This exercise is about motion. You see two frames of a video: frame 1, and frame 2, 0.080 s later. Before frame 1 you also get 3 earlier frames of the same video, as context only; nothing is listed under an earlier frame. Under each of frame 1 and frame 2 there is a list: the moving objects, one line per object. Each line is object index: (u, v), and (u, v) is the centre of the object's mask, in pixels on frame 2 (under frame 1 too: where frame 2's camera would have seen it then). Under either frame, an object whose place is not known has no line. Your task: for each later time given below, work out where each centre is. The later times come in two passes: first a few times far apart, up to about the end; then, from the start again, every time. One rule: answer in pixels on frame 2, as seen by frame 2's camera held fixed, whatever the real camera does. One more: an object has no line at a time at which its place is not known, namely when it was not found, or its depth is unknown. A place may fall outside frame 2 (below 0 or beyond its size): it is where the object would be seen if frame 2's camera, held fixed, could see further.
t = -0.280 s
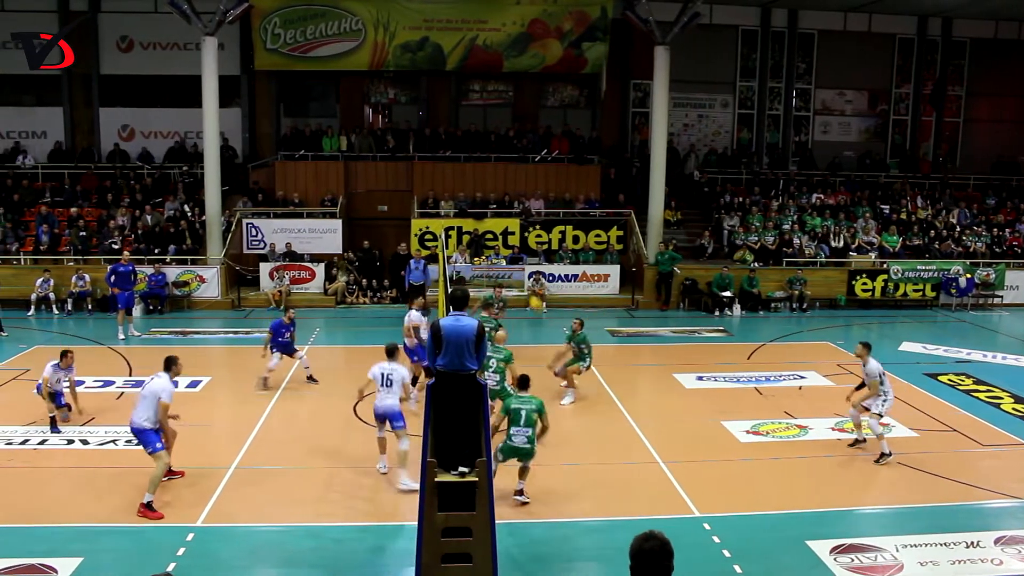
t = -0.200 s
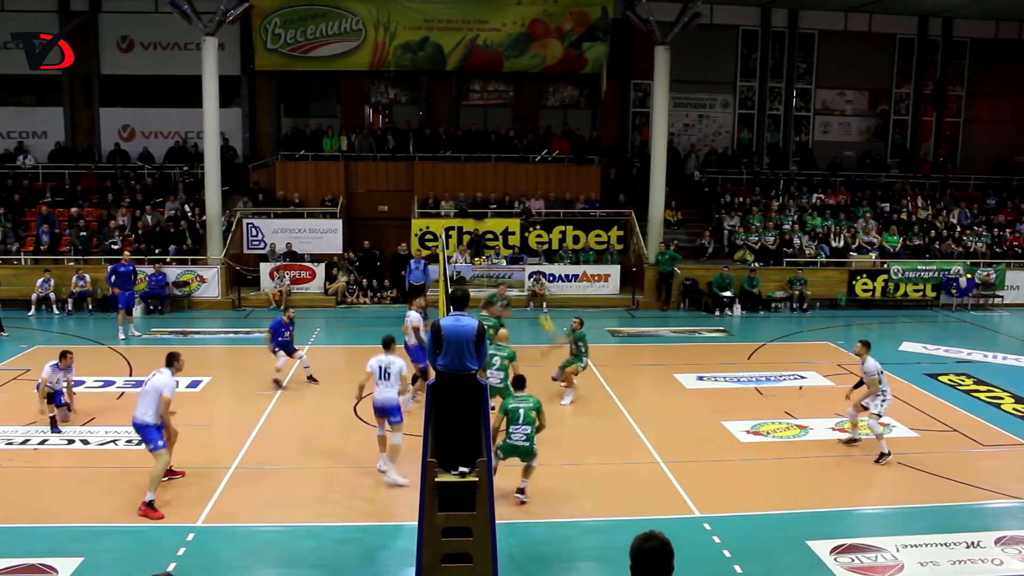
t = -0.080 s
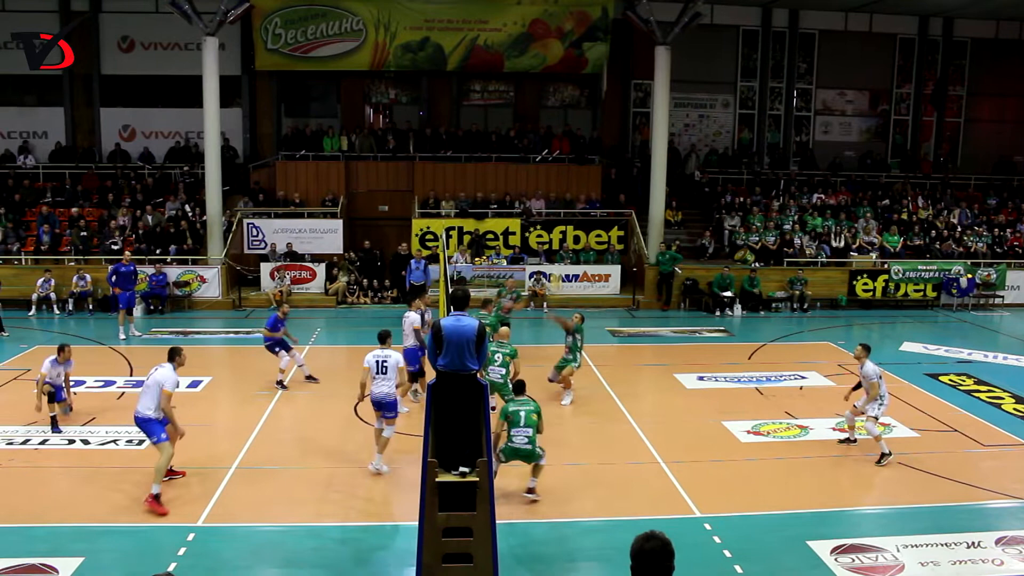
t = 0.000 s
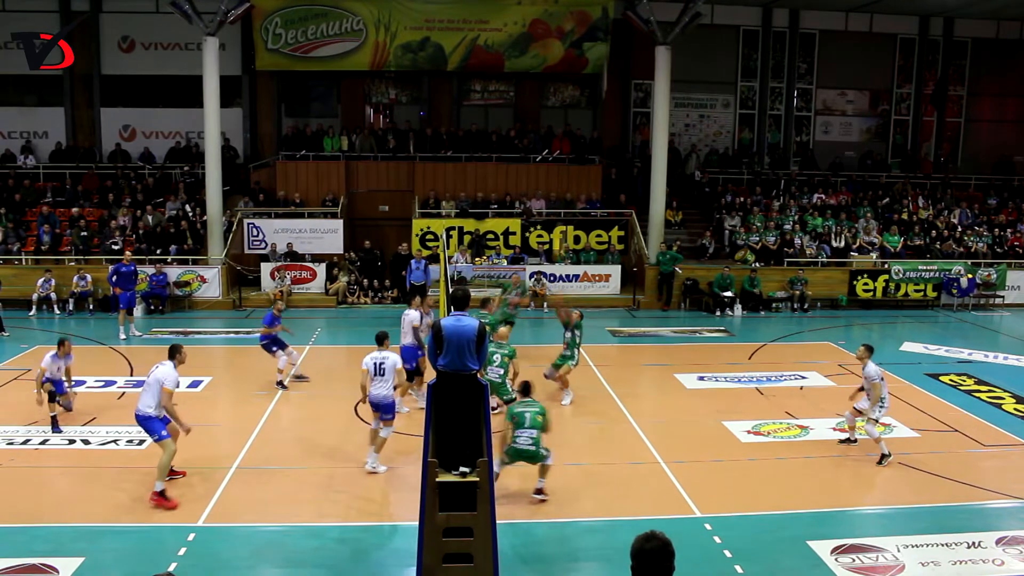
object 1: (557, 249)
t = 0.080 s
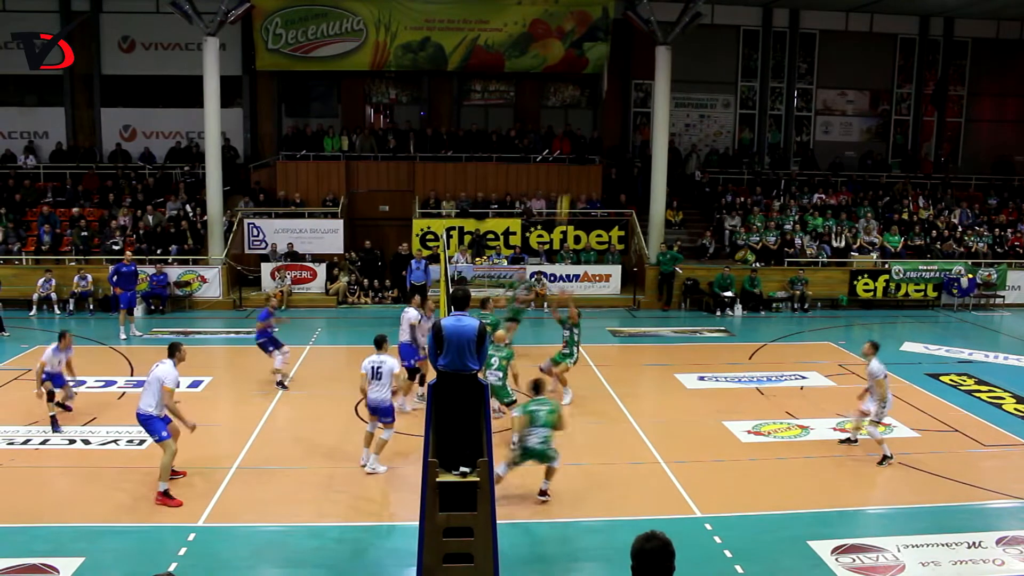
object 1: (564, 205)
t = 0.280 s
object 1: (570, 137)
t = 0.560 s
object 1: (580, 80)
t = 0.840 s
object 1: (589, 71)
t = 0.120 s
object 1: (564, 194)
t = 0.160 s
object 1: (565, 178)
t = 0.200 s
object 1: (567, 160)
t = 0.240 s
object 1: (569, 149)
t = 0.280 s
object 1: (570, 137)
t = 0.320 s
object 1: (572, 126)
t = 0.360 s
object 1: (573, 118)
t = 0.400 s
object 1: (575, 107)
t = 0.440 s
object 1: (576, 99)
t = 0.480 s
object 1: (578, 92)
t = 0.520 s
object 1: (579, 86)
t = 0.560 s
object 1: (580, 80)
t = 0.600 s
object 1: (581, 76)
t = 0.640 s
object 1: (583, 73)
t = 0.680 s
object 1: (584, 71)
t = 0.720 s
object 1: (585, 70)
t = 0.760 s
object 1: (586, 69)
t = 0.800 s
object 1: (588, 70)
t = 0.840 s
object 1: (589, 71)
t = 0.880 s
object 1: (590, 73)
